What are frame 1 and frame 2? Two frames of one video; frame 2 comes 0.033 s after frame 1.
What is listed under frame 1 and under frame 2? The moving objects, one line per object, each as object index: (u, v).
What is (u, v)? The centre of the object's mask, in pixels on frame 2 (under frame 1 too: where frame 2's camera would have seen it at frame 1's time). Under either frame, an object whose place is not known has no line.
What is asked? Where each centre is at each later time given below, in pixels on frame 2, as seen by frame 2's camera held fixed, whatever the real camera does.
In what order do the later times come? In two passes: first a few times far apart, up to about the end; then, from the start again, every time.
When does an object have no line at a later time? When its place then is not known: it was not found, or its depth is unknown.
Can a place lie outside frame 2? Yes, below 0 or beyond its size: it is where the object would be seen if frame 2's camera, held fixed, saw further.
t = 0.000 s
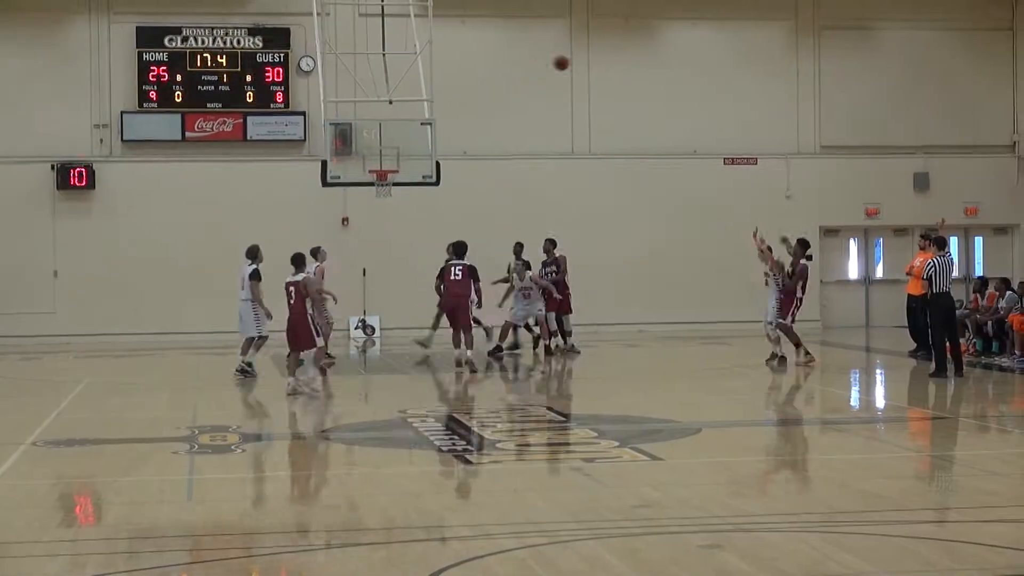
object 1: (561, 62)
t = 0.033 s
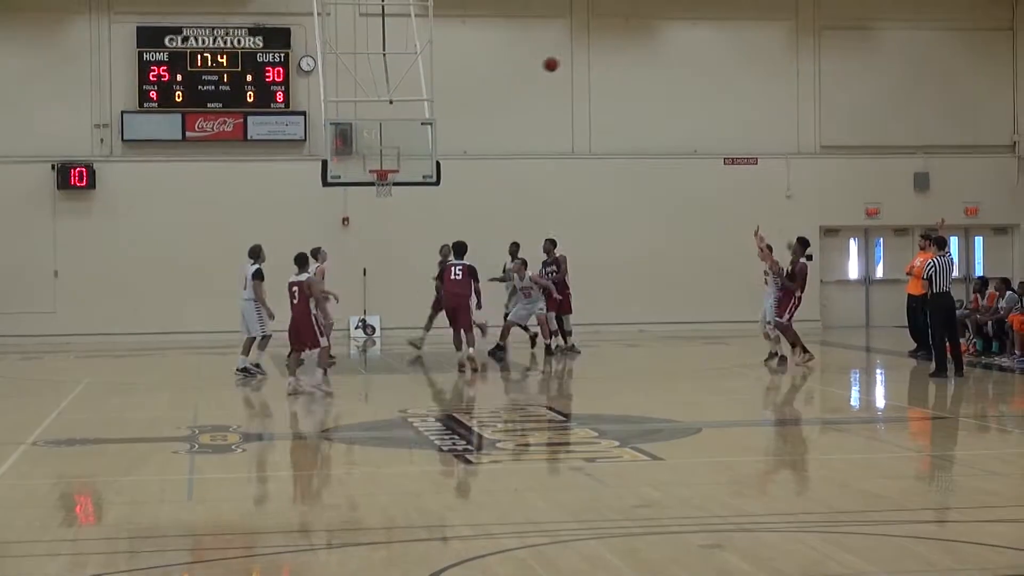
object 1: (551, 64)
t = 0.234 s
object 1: (487, 85)
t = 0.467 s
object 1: (416, 138)
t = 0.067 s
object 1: (539, 65)
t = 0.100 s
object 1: (529, 68)
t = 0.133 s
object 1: (518, 72)
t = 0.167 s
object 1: (508, 75)
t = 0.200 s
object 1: (497, 80)
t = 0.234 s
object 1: (487, 85)
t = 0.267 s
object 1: (477, 90)
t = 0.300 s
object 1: (467, 96)
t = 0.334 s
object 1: (456, 103)
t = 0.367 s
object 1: (446, 111)
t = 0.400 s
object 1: (437, 120)
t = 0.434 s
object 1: (426, 128)
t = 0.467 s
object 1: (416, 138)
